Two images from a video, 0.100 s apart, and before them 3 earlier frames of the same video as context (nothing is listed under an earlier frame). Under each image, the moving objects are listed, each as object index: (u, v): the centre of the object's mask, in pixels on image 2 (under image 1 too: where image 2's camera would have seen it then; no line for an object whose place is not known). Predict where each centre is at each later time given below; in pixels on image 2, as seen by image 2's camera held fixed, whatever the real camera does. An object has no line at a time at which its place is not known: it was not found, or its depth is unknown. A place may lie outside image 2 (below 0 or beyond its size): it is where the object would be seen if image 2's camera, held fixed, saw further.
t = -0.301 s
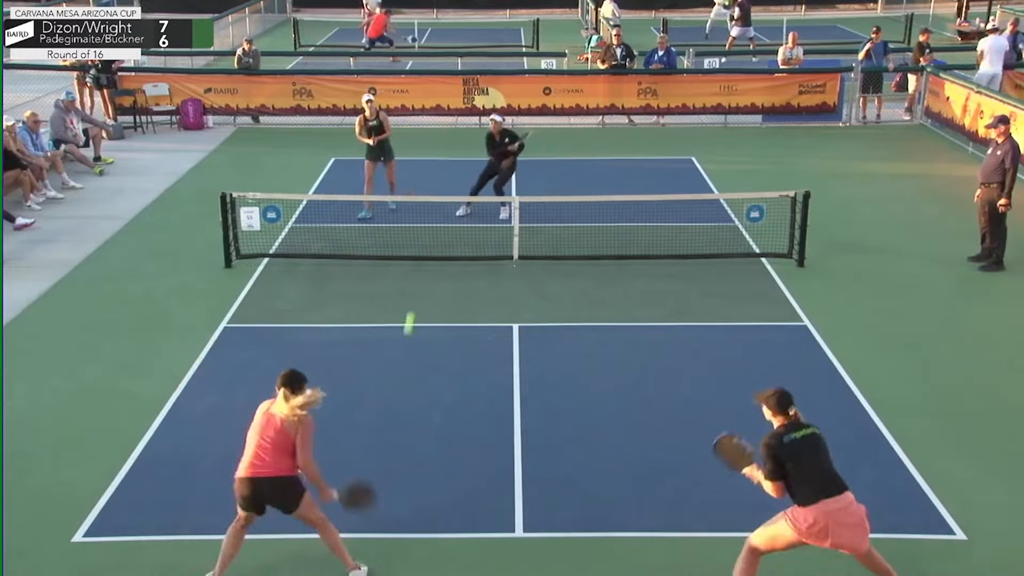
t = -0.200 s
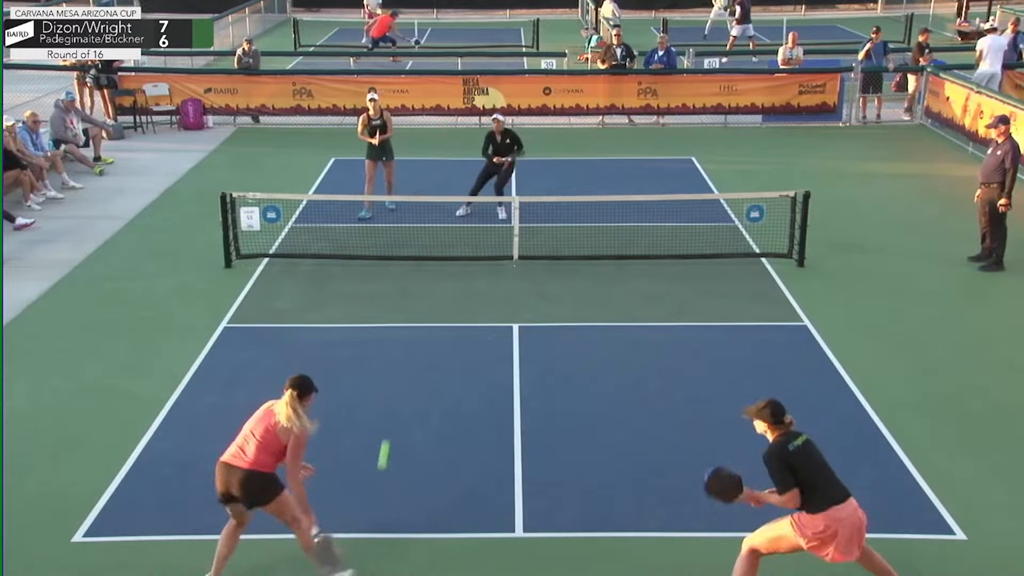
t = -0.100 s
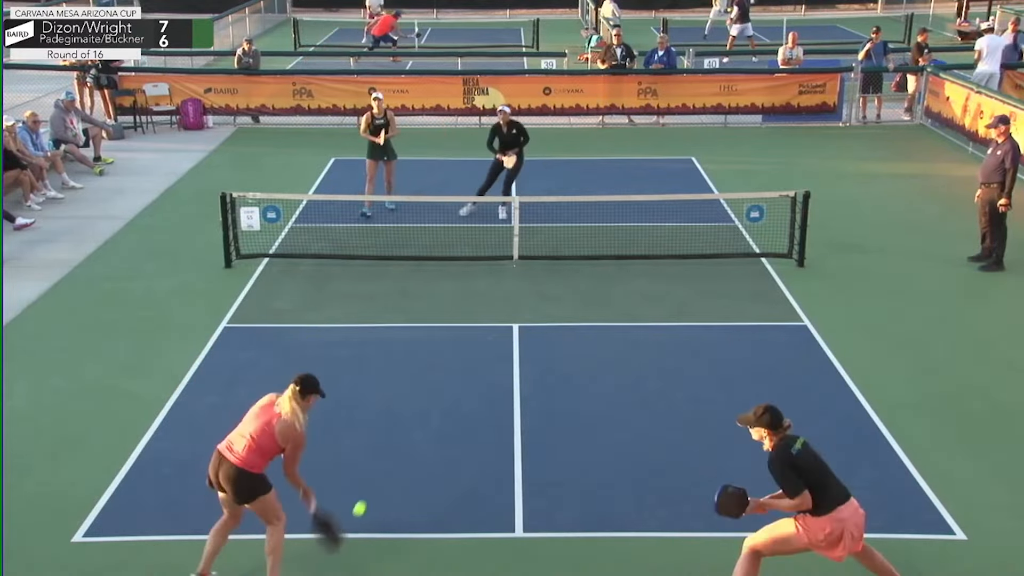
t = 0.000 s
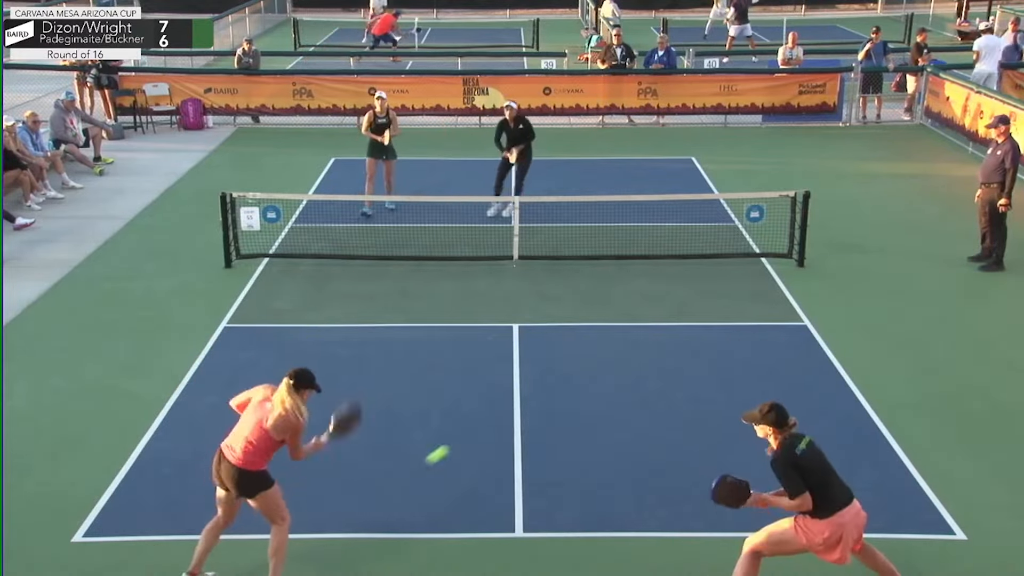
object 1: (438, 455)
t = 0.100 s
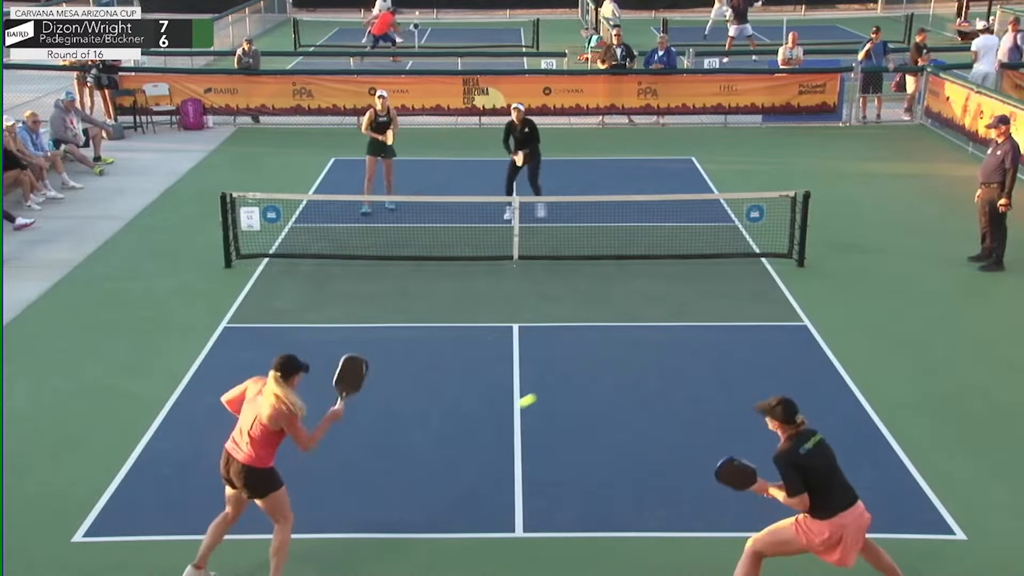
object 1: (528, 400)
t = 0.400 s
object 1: (726, 352)
